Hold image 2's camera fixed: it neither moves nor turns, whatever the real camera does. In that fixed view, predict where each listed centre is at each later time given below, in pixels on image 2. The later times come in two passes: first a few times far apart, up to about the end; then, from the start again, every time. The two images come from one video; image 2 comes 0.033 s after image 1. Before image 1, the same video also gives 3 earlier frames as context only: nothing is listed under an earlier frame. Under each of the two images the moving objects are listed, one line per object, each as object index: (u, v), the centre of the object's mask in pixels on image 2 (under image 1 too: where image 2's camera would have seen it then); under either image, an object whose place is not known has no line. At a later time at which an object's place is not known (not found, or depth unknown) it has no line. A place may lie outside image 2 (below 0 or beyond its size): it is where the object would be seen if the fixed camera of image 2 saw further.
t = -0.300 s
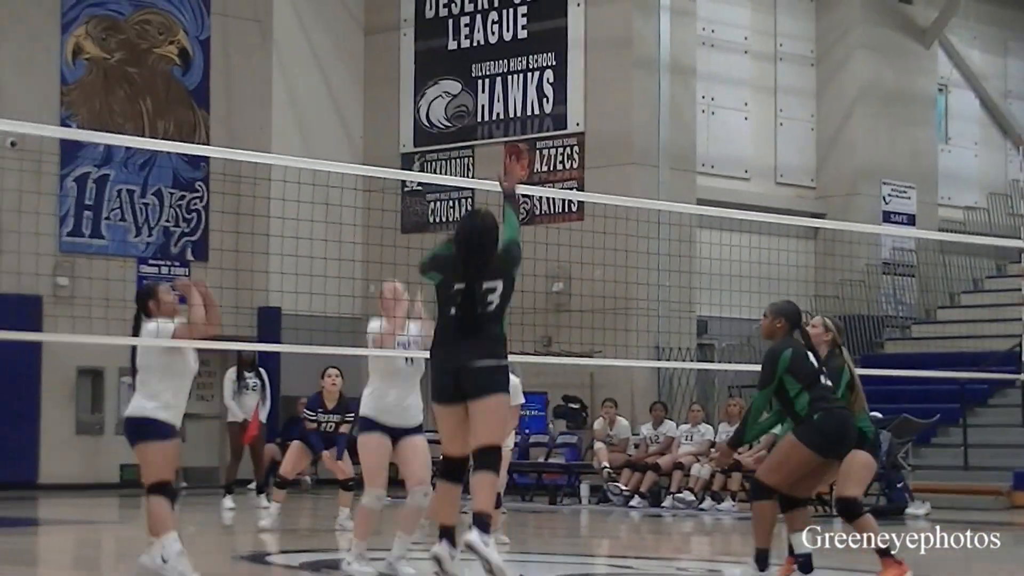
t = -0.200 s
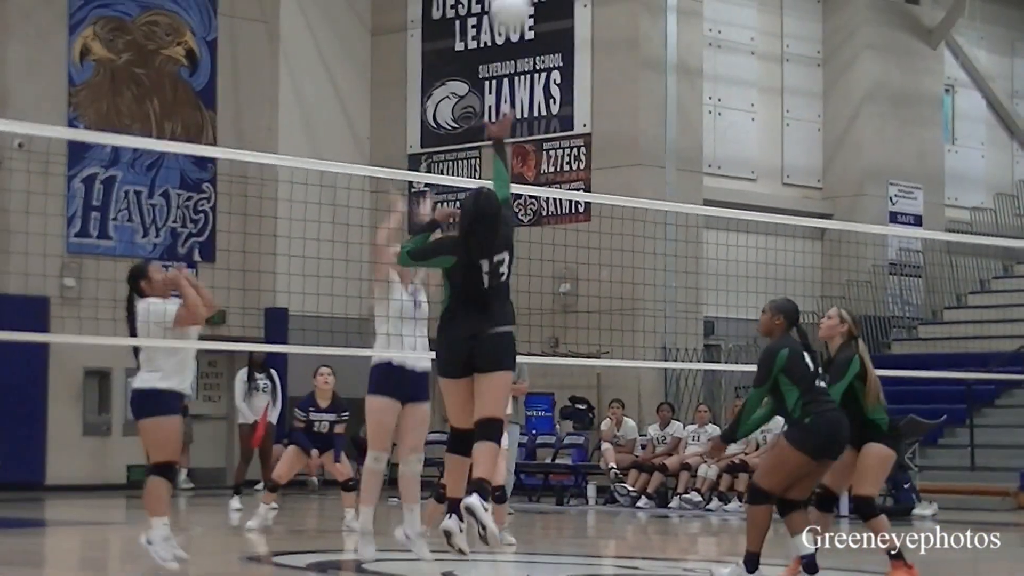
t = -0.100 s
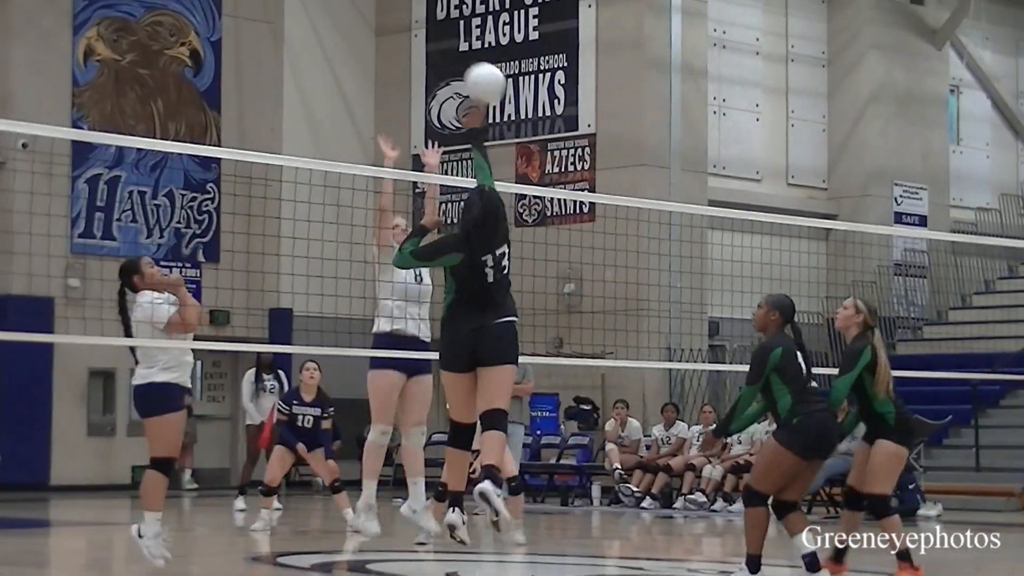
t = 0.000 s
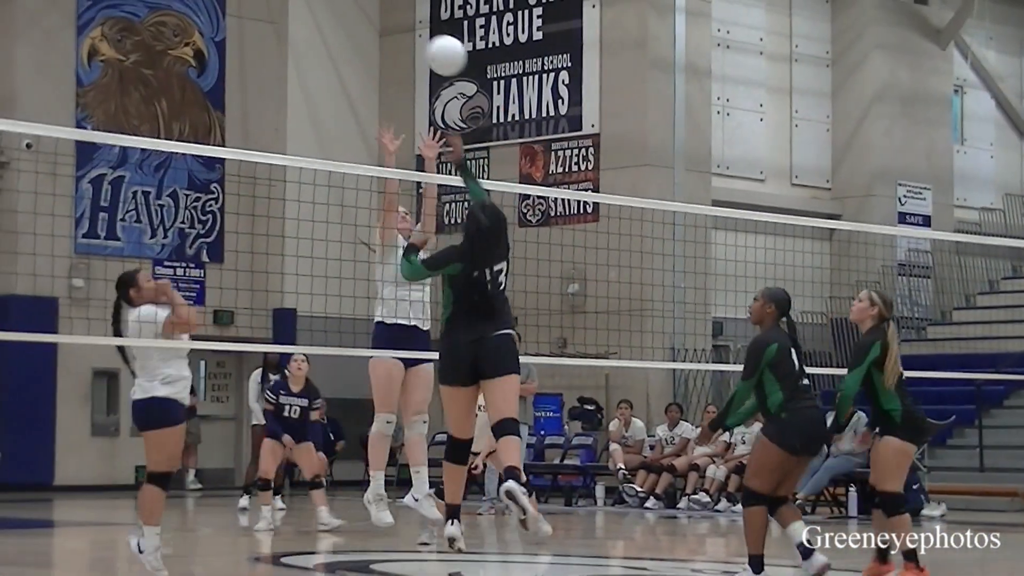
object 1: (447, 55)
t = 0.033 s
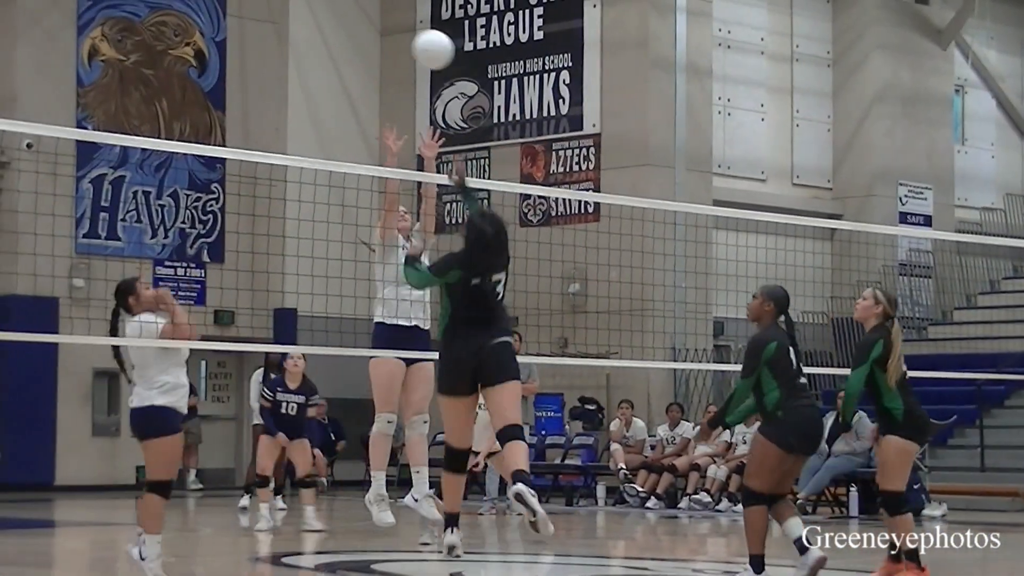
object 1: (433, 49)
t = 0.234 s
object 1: (355, 58)
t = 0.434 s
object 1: (283, 132)
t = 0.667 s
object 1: (208, 284)
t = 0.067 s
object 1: (419, 46)
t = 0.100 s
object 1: (406, 45)
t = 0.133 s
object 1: (393, 45)
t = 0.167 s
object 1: (380, 48)
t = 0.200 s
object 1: (367, 52)
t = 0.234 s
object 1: (355, 58)
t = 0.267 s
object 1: (342, 66)
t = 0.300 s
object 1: (330, 76)
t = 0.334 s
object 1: (318, 87)
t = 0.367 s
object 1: (306, 101)
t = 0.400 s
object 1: (294, 115)
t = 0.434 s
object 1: (283, 132)
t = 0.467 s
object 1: (271, 143)
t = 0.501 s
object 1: (259, 173)
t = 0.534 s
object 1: (248, 190)
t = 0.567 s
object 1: (239, 210)
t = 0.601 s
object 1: (229, 233)
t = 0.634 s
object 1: (218, 257)
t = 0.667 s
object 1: (208, 284)
